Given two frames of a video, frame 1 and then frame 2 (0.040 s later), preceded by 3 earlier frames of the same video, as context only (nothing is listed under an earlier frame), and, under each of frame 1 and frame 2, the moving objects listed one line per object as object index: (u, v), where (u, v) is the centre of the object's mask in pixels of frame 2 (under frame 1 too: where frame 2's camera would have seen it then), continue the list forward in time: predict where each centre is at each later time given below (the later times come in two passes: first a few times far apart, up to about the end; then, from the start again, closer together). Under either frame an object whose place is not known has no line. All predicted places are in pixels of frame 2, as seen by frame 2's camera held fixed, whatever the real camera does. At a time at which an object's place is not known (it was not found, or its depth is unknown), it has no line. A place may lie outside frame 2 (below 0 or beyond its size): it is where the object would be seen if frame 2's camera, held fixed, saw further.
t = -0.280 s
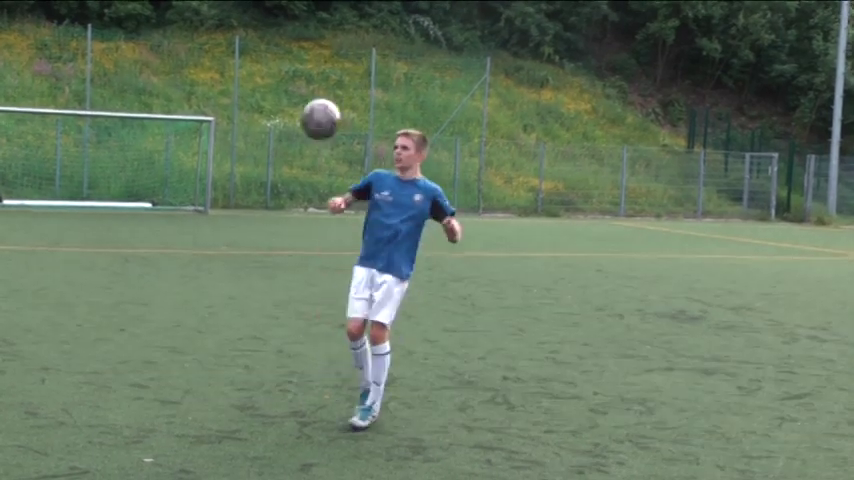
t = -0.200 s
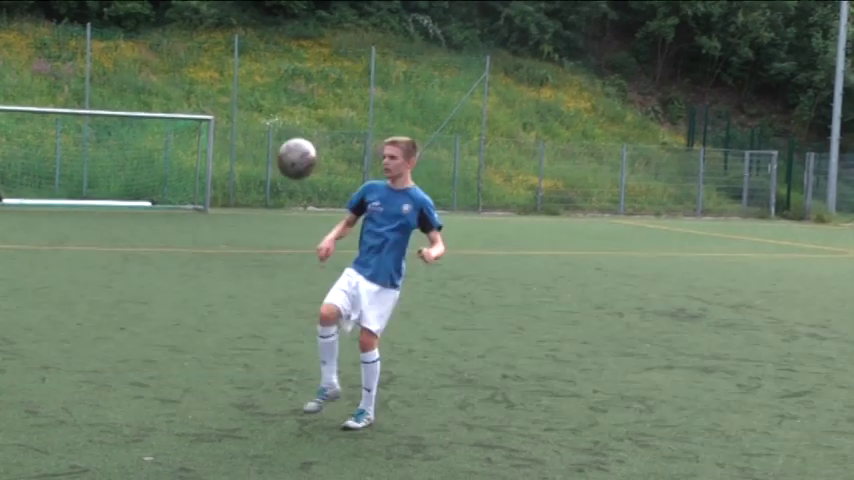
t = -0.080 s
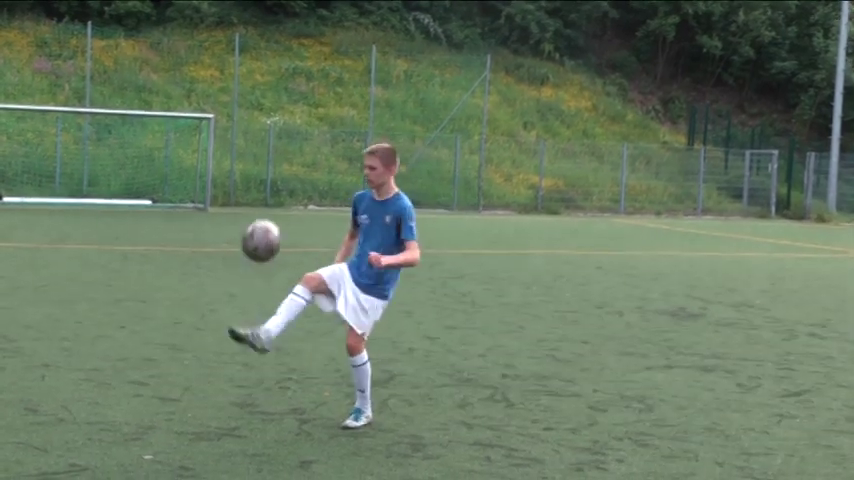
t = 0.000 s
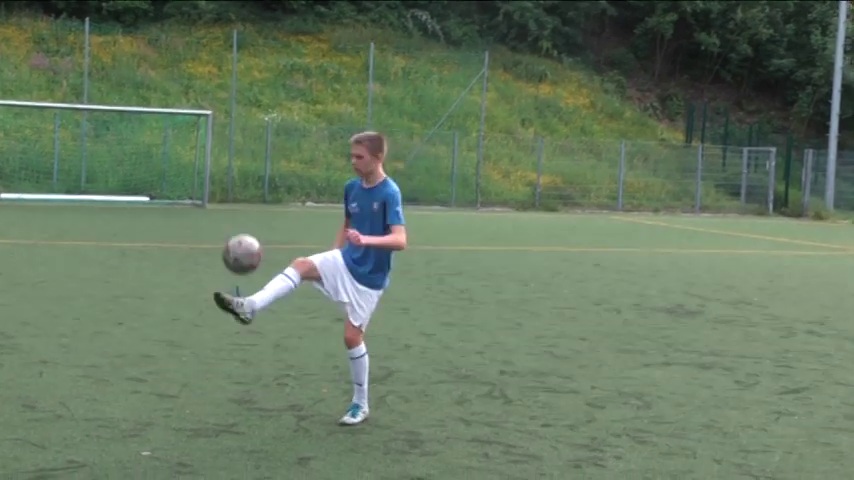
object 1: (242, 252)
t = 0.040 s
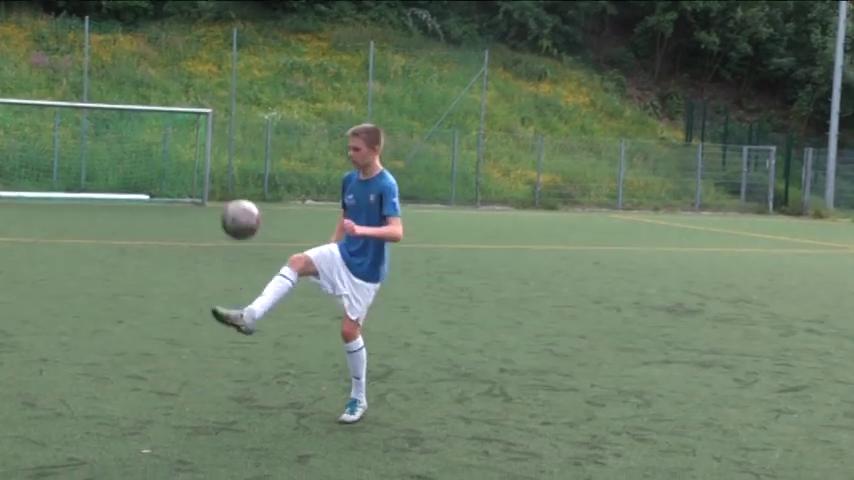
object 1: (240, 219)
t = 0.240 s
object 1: (232, 97)
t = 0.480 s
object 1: (218, 45)
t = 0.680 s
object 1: (201, 76)
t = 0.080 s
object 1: (239, 189)
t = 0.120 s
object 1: (237, 161)
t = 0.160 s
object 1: (236, 137)
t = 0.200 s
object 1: (234, 116)
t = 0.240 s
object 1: (232, 97)
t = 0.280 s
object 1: (230, 82)
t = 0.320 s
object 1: (228, 69)
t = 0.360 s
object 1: (225, 59)
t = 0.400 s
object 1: (223, 51)
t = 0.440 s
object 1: (220, 47)
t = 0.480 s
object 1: (218, 45)
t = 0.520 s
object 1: (214, 45)
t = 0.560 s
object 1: (210, 49)
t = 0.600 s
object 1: (204, 54)
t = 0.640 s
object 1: (202, 64)
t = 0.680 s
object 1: (201, 76)
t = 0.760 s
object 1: (196, 106)
